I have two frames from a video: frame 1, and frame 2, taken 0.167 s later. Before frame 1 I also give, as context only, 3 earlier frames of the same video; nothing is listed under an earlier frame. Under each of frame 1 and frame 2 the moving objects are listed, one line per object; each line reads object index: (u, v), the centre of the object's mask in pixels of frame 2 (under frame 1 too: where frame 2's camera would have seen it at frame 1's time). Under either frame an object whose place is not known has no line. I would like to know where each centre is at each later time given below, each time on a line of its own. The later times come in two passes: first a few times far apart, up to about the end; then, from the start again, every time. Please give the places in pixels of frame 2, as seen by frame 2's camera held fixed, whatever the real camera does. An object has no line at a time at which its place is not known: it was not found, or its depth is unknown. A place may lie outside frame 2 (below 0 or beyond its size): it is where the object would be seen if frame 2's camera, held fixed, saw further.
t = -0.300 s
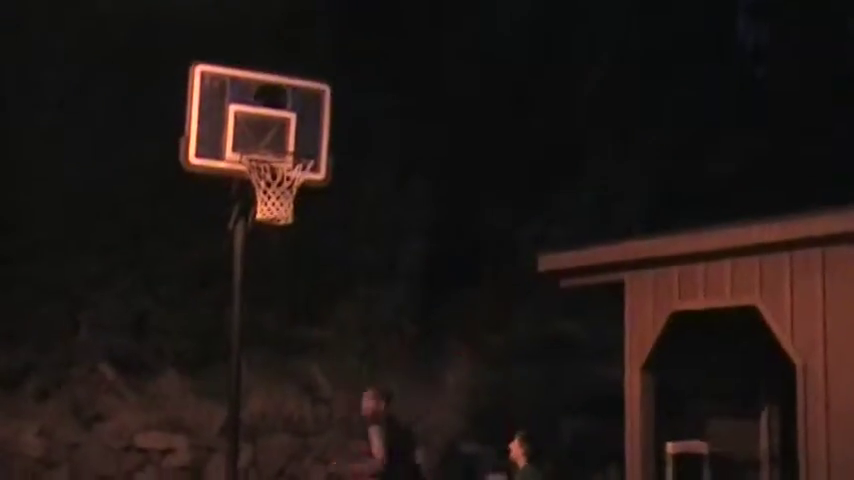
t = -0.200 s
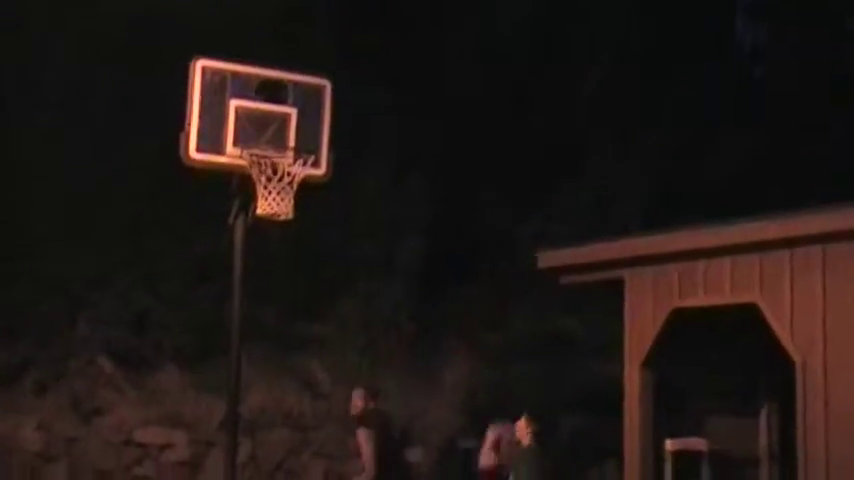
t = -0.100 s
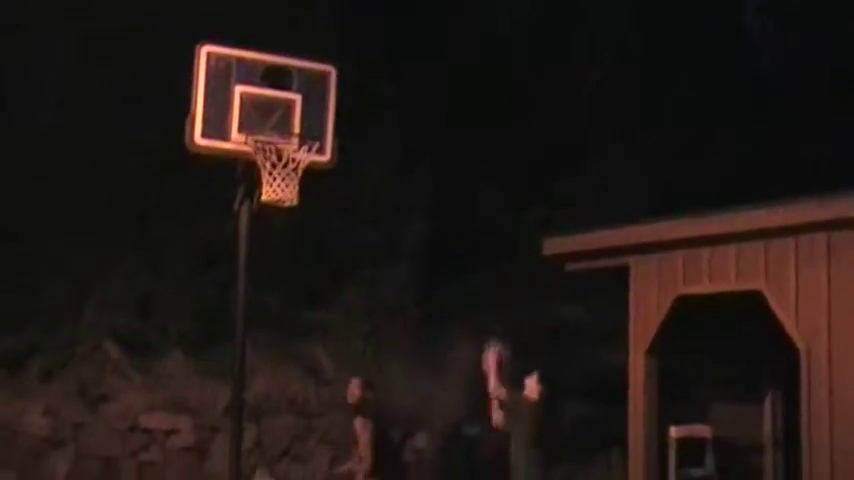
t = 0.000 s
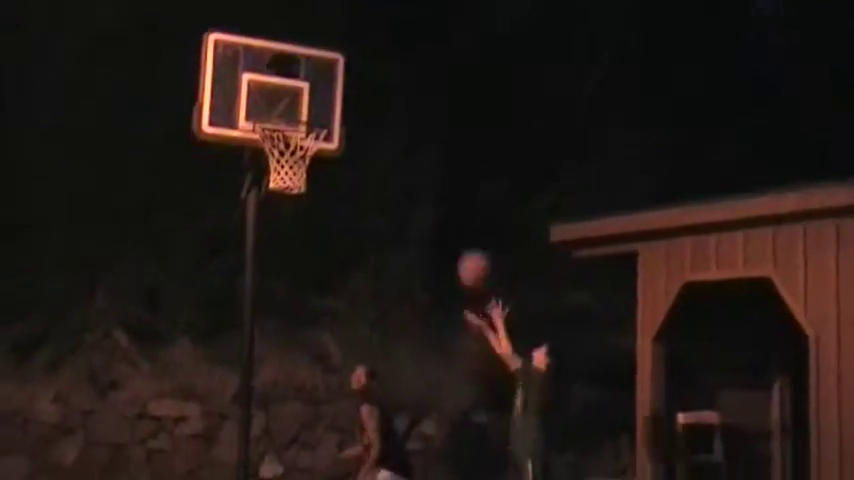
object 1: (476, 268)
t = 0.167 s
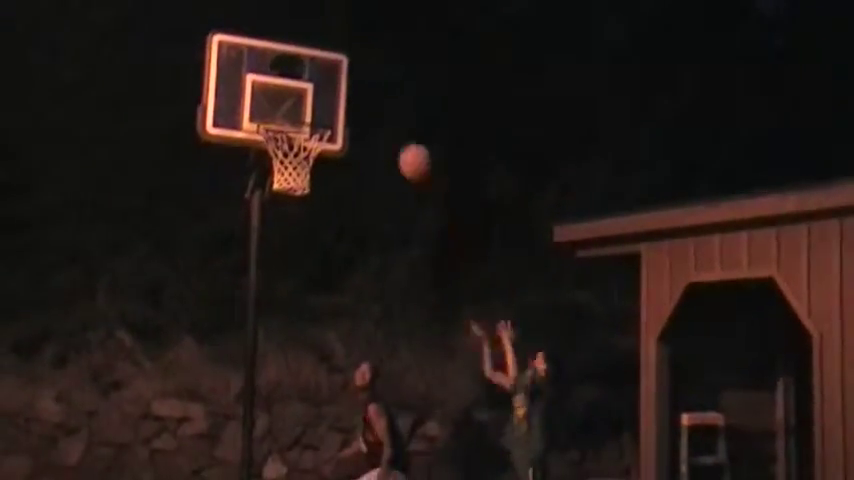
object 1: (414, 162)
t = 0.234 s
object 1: (389, 131)
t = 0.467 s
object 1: (308, 72)
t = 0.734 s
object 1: (266, 106)
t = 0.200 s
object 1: (402, 146)
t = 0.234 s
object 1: (389, 131)
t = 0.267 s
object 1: (378, 117)
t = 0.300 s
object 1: (364, 105)
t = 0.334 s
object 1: (353, 95)
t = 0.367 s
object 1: (341, 88)
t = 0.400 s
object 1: (328, 81)
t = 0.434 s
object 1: (314, 74)
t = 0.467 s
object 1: (308, 72)
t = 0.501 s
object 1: (302, 71)
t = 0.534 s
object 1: (296, 71)
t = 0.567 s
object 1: (291, 74)
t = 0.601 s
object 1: (287, 77)
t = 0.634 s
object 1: (281, 83)
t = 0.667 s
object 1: (274, 91)
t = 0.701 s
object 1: (268, 99)
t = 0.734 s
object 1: (266, 106)
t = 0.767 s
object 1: (272, 104)
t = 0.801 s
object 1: (279, 104)
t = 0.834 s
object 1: (286, 104)
